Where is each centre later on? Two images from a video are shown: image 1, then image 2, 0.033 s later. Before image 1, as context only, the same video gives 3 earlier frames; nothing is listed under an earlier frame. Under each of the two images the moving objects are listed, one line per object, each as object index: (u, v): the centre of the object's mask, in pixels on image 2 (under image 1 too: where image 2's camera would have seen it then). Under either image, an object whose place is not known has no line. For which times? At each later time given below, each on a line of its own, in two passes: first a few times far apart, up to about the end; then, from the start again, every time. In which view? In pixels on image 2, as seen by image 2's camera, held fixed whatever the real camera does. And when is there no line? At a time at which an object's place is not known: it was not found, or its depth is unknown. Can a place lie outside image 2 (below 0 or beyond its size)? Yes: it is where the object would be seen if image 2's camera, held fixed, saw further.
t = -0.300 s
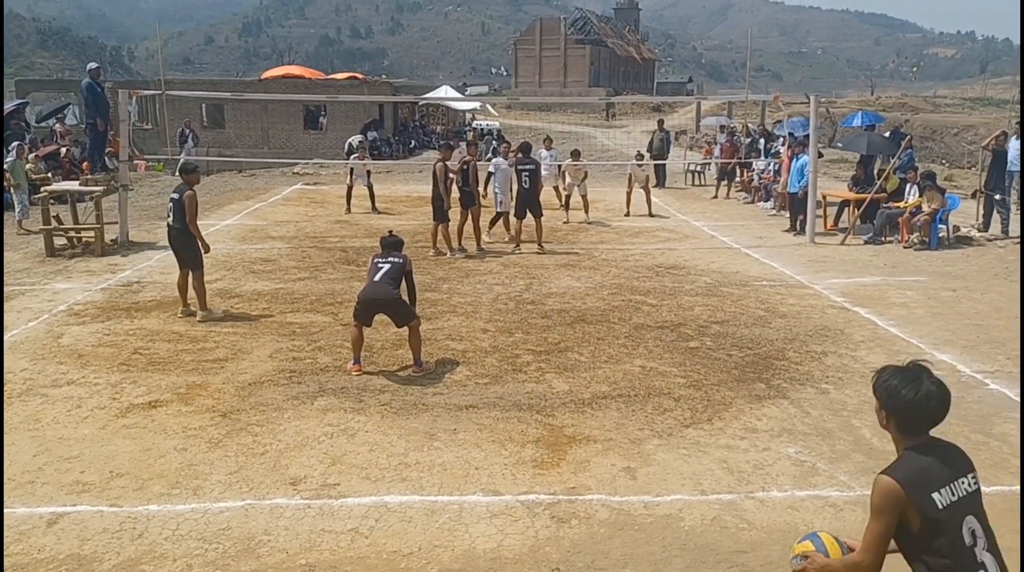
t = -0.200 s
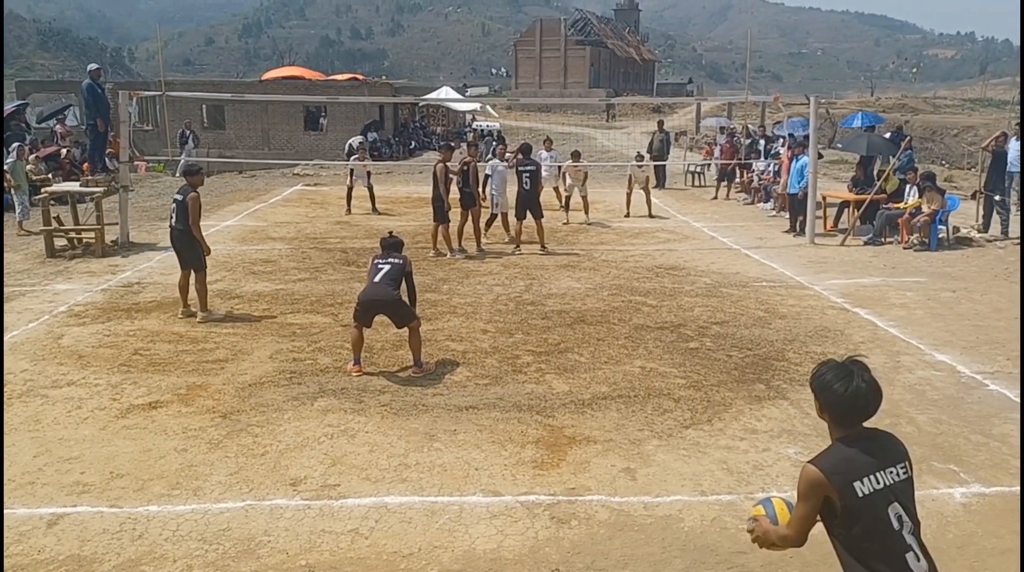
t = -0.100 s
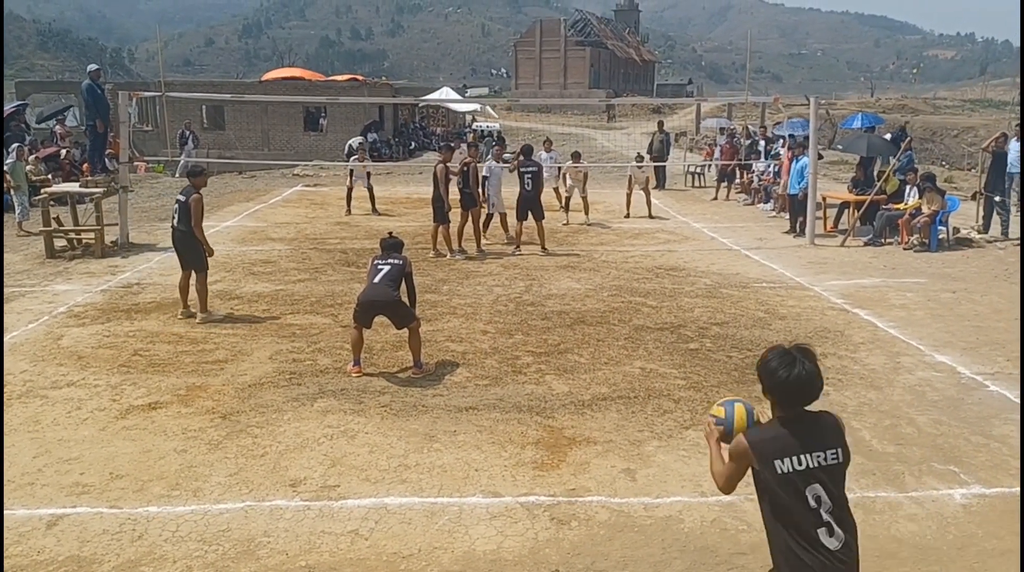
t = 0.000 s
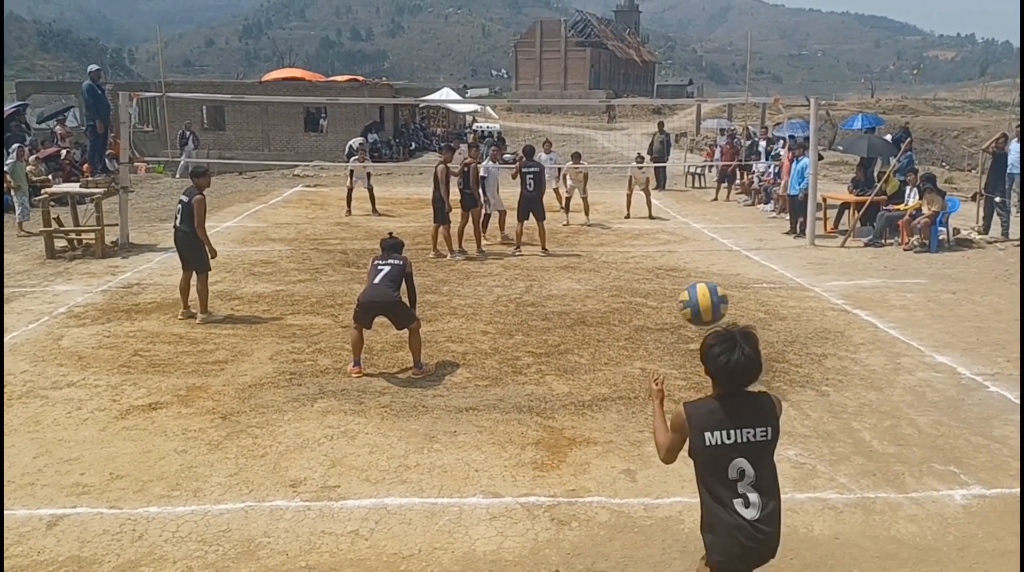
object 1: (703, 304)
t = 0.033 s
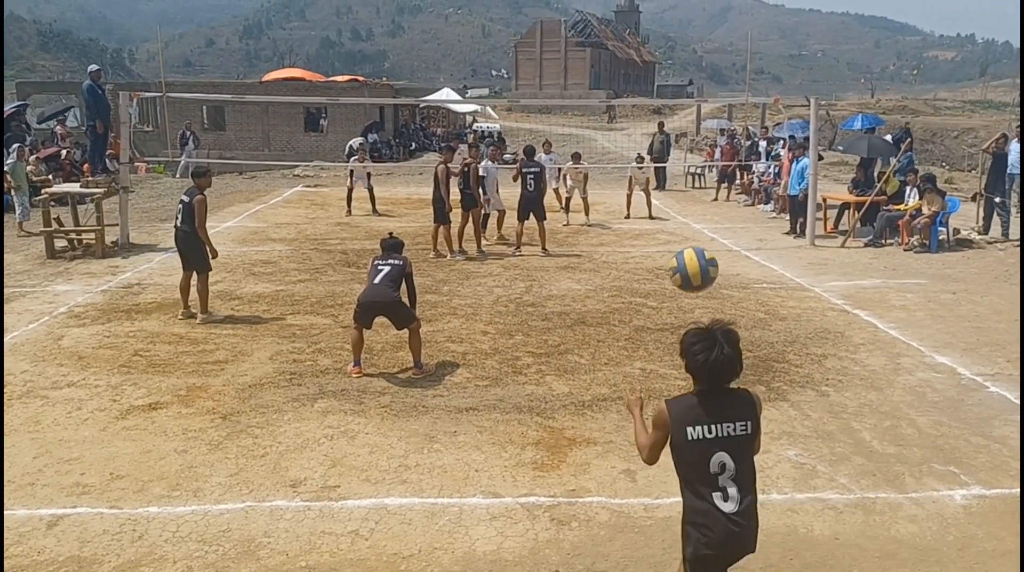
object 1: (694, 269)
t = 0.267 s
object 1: (625, 105)
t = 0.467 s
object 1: (572, 63)
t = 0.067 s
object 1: (683, 238)
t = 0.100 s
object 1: (673, 209)
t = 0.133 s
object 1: (664, 183)
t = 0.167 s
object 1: (654, 160)
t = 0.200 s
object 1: (644, 139)
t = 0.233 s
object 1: (635, 120)
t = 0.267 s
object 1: (625, 105)
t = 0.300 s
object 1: (616, 91)
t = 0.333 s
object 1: (607, 81)
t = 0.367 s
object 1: (598, 73)
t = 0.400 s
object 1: (589, 67)
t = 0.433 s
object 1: (581, 64)
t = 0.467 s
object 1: (572, 63)
